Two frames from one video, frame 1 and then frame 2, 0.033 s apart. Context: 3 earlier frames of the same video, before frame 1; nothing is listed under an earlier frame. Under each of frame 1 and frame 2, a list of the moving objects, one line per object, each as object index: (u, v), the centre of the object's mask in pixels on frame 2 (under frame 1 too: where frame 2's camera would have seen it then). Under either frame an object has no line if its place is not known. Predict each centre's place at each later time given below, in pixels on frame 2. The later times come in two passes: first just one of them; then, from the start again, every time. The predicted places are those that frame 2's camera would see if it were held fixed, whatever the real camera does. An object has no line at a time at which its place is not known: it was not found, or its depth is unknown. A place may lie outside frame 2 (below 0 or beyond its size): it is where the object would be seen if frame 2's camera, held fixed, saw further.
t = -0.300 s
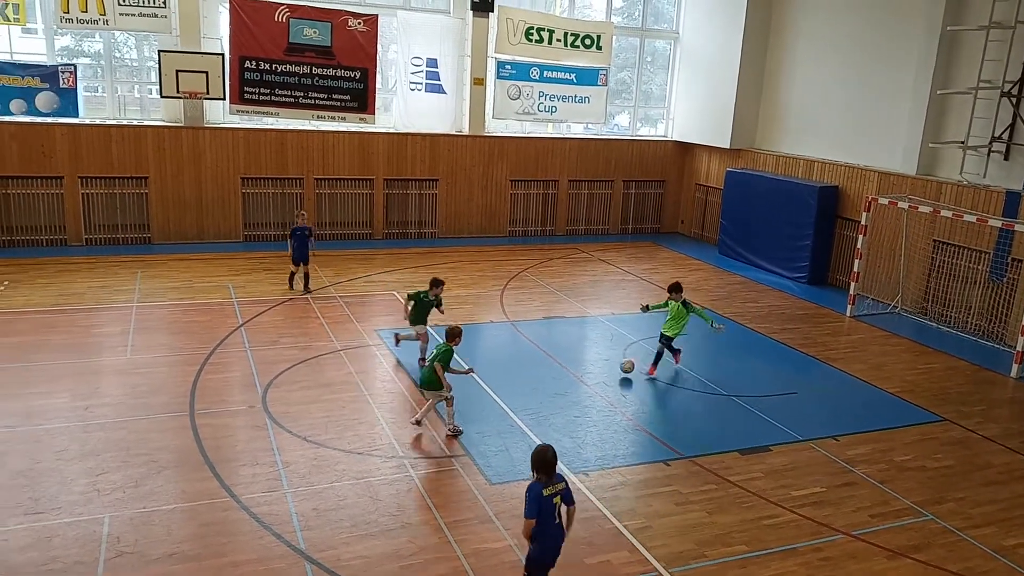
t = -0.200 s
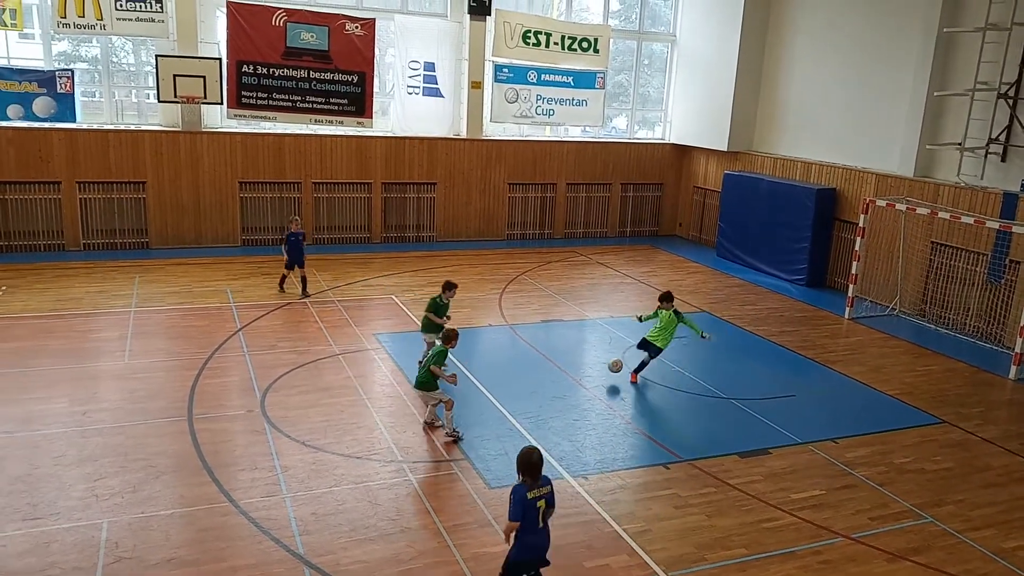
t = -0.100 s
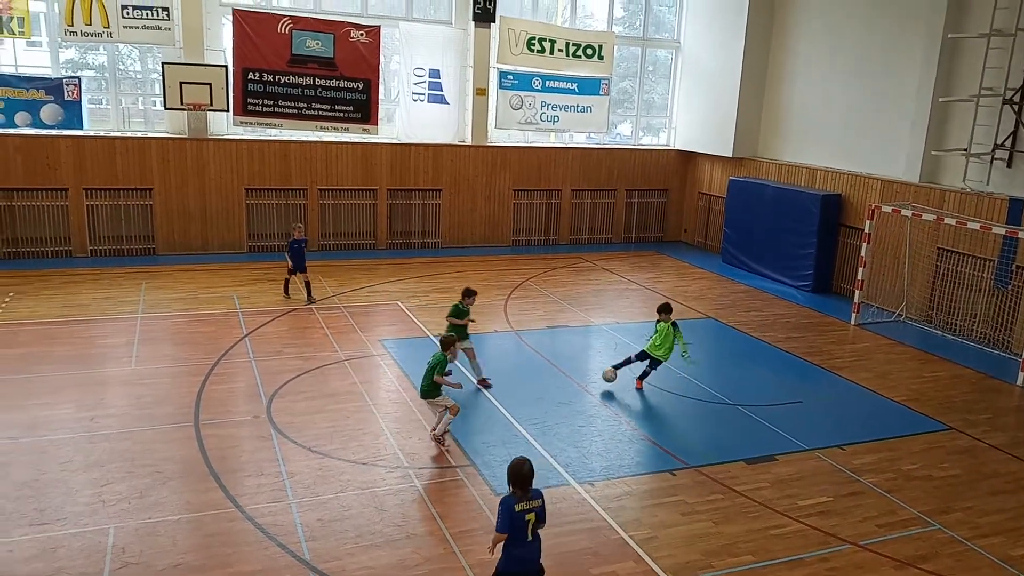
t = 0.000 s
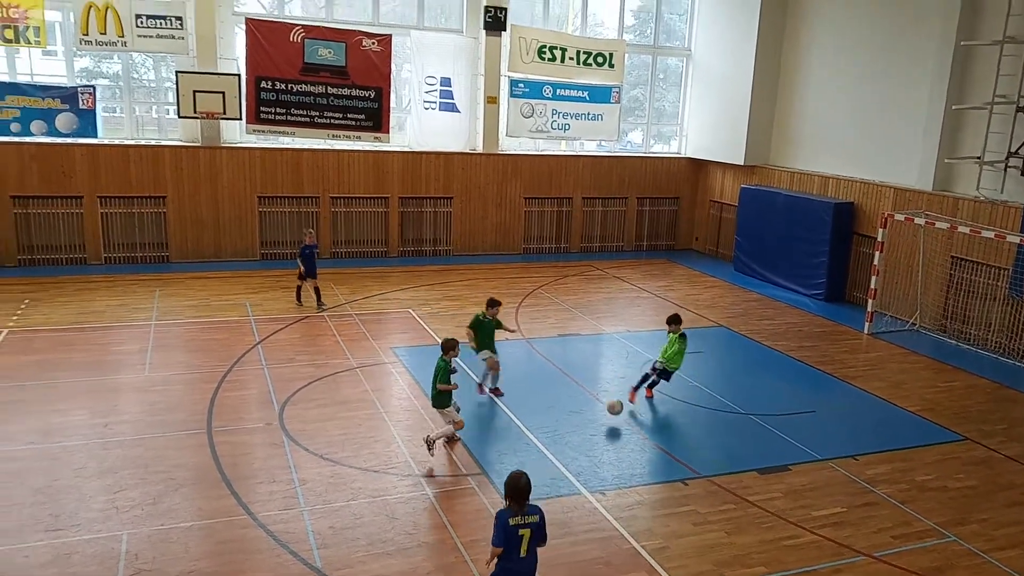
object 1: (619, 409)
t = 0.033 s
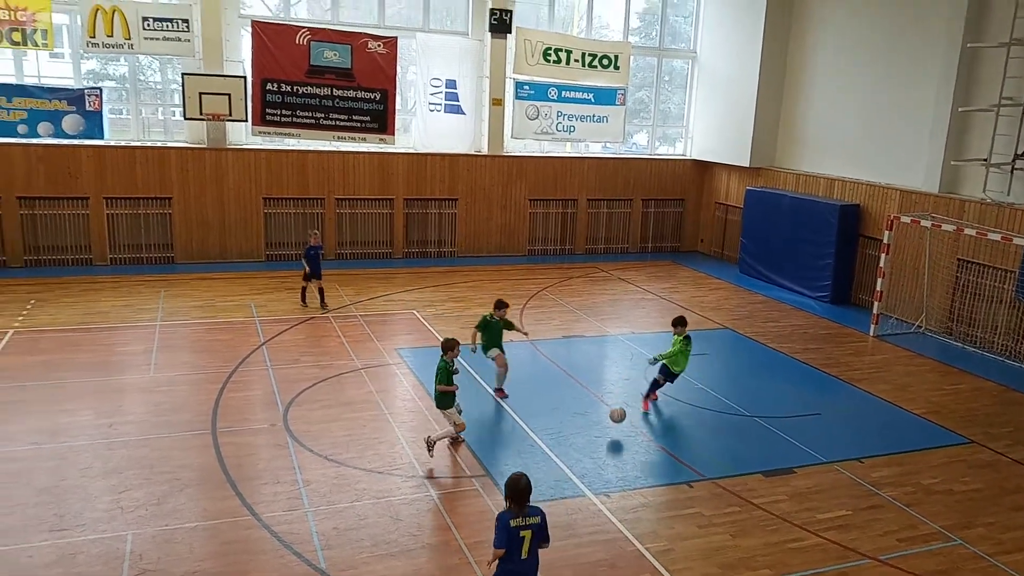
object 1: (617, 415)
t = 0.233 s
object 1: (601, 480)
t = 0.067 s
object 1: (615, 421)
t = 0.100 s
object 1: (613, 429)
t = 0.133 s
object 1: (610, 440)
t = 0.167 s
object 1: (608, 451)
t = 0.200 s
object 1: (605, 465)
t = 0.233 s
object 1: (601, 480)
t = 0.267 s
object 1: (598, 497)
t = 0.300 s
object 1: (595, 503)
